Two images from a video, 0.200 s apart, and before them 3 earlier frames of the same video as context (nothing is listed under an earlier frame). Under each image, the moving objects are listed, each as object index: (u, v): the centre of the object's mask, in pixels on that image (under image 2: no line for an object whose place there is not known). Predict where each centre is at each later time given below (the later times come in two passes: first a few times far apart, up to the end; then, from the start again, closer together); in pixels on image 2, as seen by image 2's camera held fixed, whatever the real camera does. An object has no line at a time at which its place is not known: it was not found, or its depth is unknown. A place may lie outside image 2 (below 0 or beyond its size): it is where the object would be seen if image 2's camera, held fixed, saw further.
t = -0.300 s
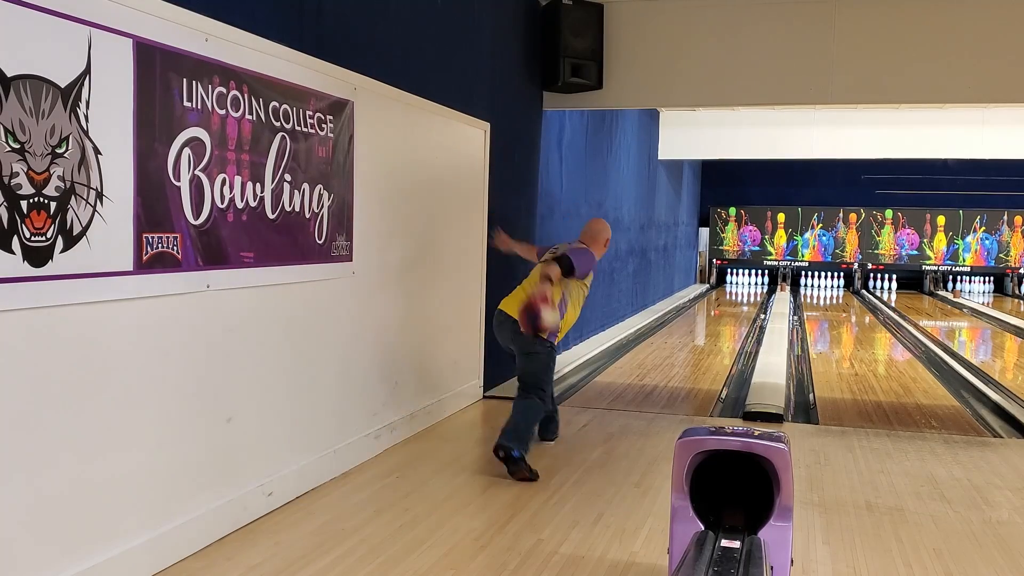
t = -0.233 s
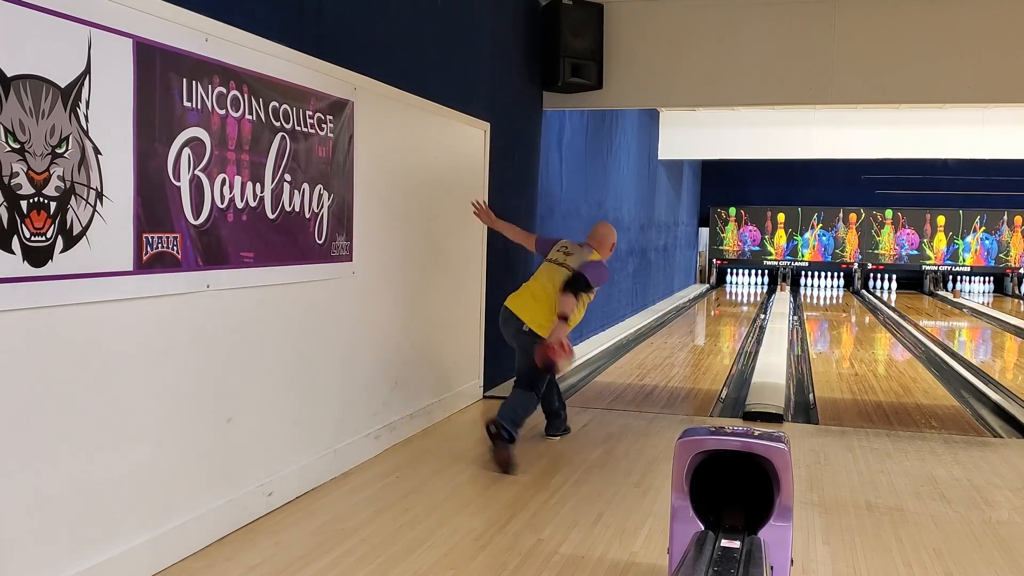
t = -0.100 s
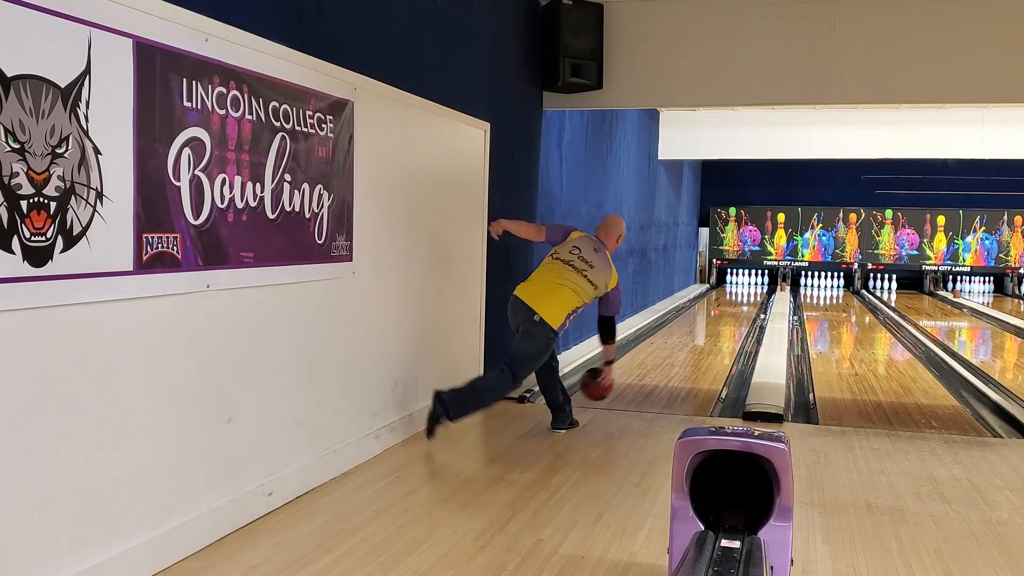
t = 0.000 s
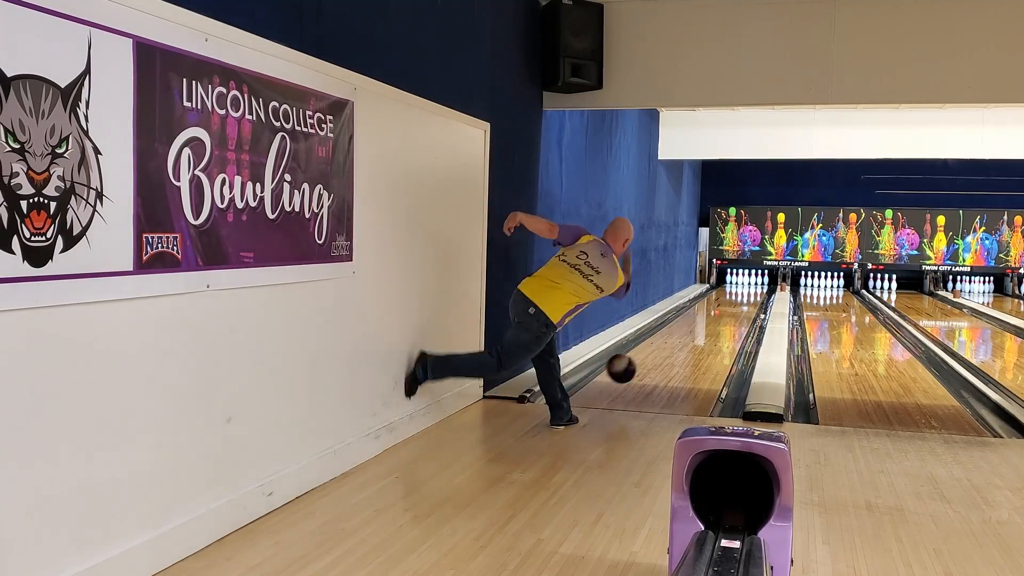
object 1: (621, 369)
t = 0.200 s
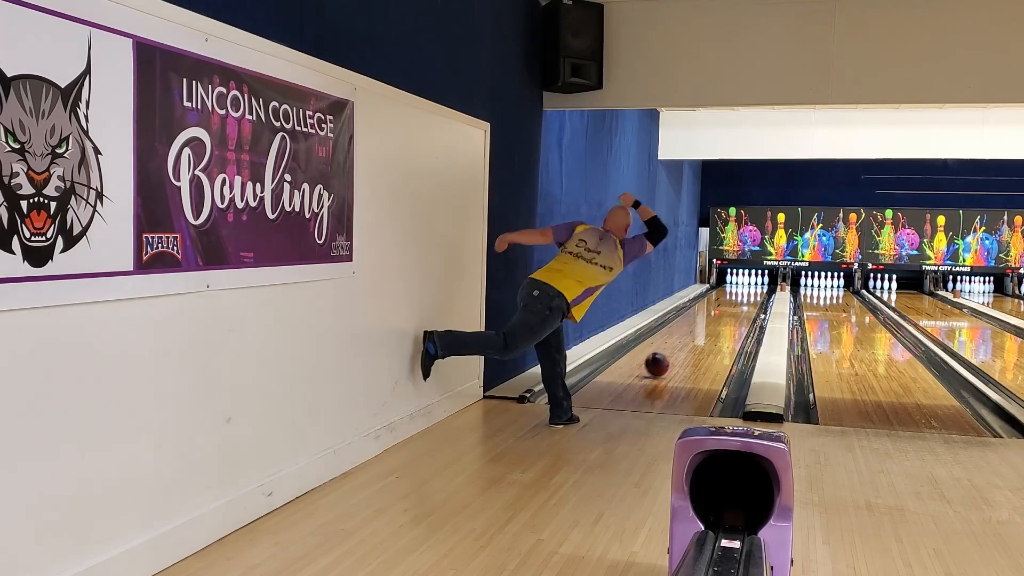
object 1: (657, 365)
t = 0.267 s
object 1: (666, 358)
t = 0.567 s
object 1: (697, 334)
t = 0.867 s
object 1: (718, 317)
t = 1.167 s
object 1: (731, 305)
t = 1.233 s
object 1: (733, 303)
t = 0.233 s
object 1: (662, 361)
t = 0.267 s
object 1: (666, 358)
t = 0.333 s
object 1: (676, 353)
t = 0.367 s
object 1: (678, 348)
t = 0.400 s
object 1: (681, 346)
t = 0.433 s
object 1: (685, 343)
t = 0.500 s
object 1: (691, 338)
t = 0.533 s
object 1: (694, 336)
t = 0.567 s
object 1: (697, 334)
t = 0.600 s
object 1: (700, 332)
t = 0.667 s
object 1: (706, 326)
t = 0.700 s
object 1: (709, 324)
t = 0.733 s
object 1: (711, 323)
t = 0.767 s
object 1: (713, 321)
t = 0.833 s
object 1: (716, 318)
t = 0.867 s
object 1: (718, 317)
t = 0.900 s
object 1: (720, 315)
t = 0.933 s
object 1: (721, 313)
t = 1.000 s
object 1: (724, 311)
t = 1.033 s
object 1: (726, 310)
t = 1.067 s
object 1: (727, 309)
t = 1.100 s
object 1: (728, 307)
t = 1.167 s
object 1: (731, 305)
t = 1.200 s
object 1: (732, 304)
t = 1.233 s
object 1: (733, 303)
